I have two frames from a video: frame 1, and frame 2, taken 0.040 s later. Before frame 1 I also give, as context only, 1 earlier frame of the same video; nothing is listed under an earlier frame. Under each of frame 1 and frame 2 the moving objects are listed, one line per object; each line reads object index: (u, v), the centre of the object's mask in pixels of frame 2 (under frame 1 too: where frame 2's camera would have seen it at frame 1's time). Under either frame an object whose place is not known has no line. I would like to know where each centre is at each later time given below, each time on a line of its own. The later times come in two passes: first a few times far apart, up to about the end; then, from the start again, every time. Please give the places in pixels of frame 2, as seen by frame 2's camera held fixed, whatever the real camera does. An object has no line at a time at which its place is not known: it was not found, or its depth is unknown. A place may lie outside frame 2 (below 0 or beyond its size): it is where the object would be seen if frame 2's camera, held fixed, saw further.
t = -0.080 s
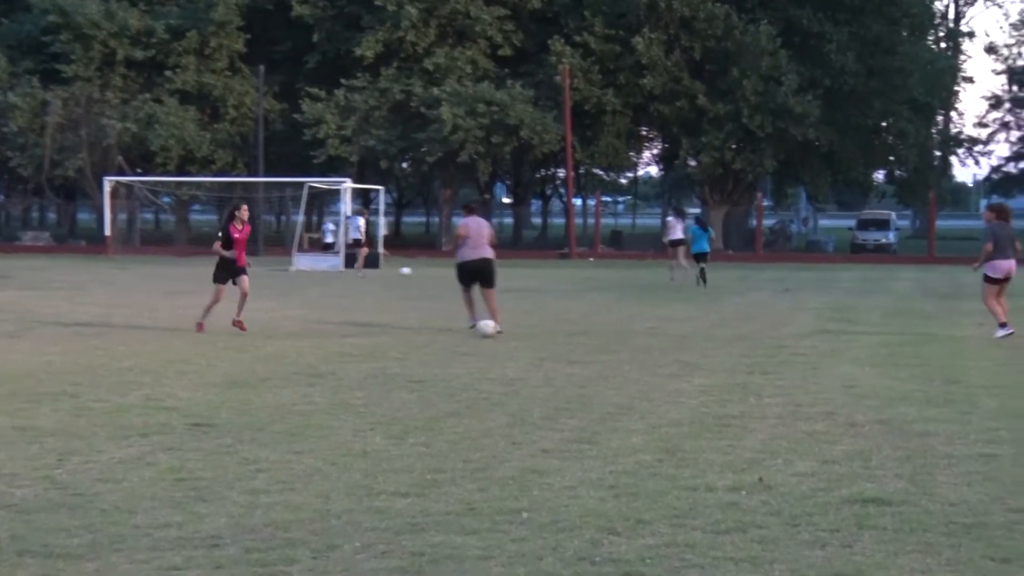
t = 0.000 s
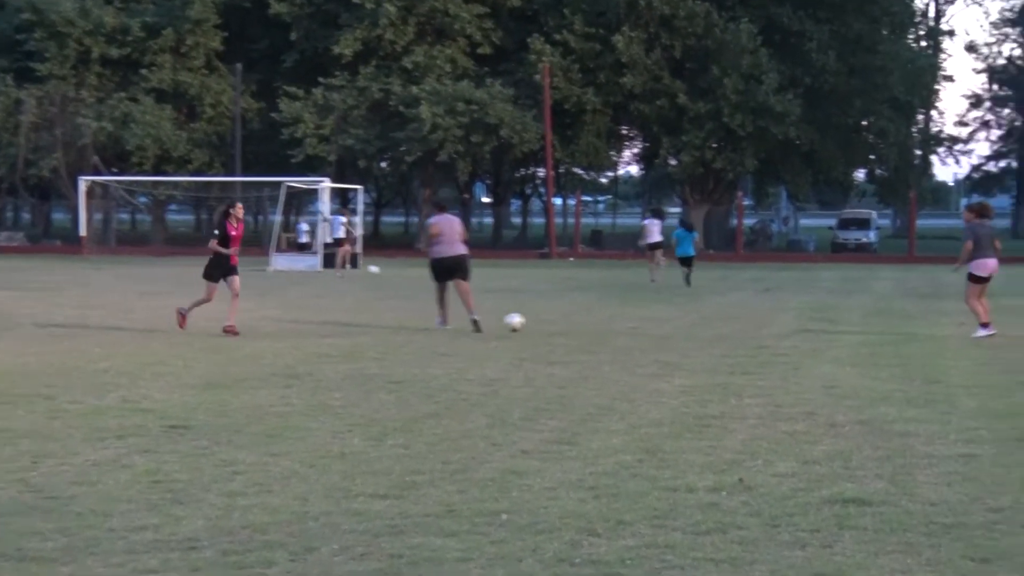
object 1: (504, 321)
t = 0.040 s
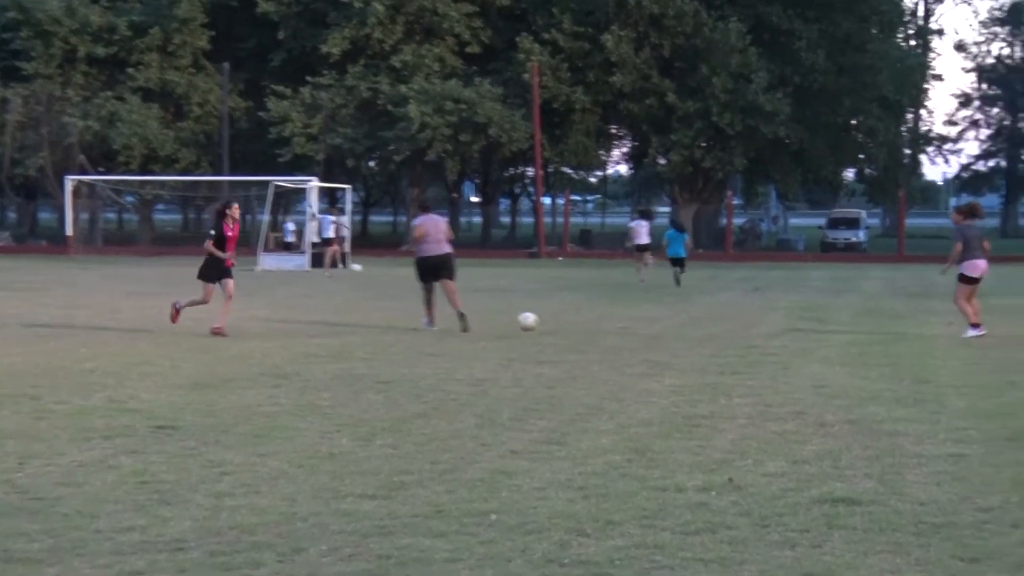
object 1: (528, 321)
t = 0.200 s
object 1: (620, 331)
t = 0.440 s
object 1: (751, 334)
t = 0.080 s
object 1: (550, 321)
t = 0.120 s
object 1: (574, 322)
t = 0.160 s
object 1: (598, 326)
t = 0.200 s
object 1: (620, 331)
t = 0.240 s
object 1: (643, 330)
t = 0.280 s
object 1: (665, 329)
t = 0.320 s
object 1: (685, 327)
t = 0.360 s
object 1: (708, 328)
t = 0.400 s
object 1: (729, 331)
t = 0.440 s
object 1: (751, 334)
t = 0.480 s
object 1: (772, 334)
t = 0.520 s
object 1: (794, 333)
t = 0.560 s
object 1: (814, 332)
